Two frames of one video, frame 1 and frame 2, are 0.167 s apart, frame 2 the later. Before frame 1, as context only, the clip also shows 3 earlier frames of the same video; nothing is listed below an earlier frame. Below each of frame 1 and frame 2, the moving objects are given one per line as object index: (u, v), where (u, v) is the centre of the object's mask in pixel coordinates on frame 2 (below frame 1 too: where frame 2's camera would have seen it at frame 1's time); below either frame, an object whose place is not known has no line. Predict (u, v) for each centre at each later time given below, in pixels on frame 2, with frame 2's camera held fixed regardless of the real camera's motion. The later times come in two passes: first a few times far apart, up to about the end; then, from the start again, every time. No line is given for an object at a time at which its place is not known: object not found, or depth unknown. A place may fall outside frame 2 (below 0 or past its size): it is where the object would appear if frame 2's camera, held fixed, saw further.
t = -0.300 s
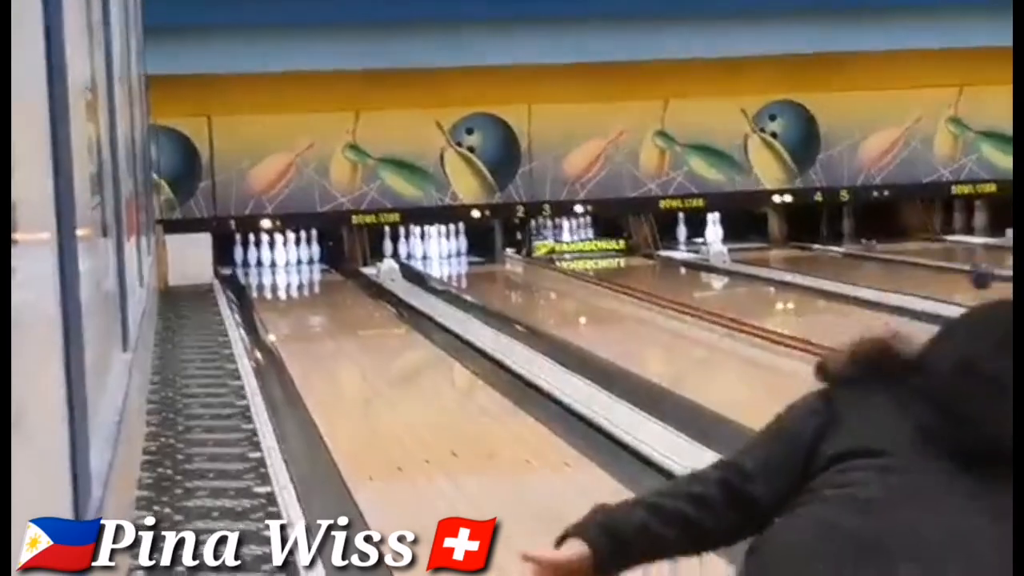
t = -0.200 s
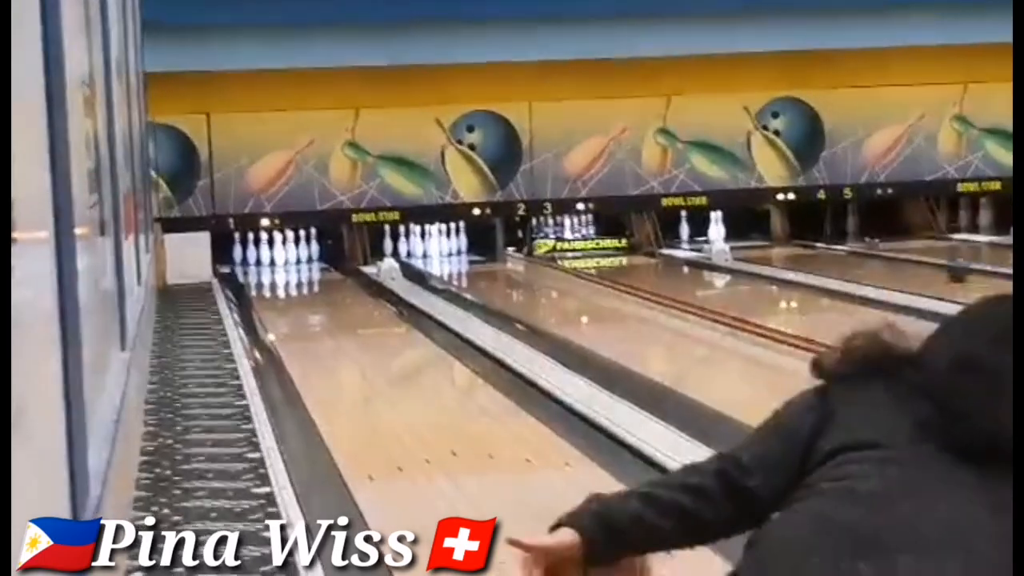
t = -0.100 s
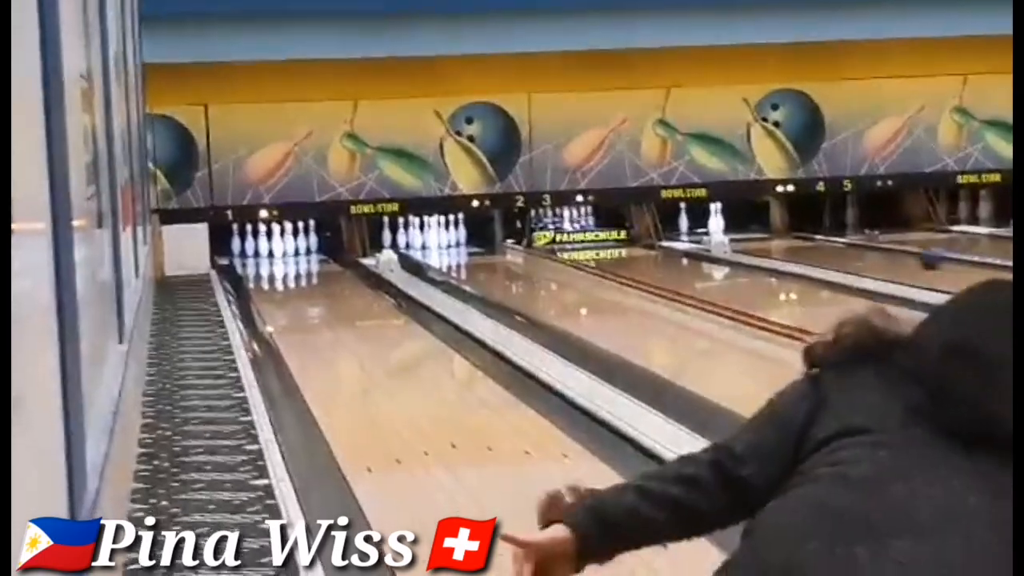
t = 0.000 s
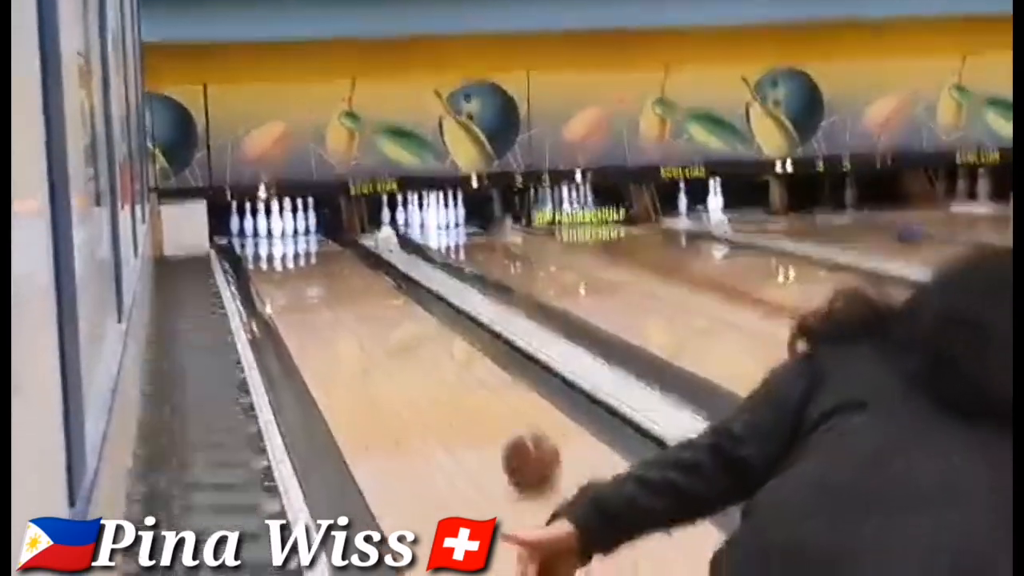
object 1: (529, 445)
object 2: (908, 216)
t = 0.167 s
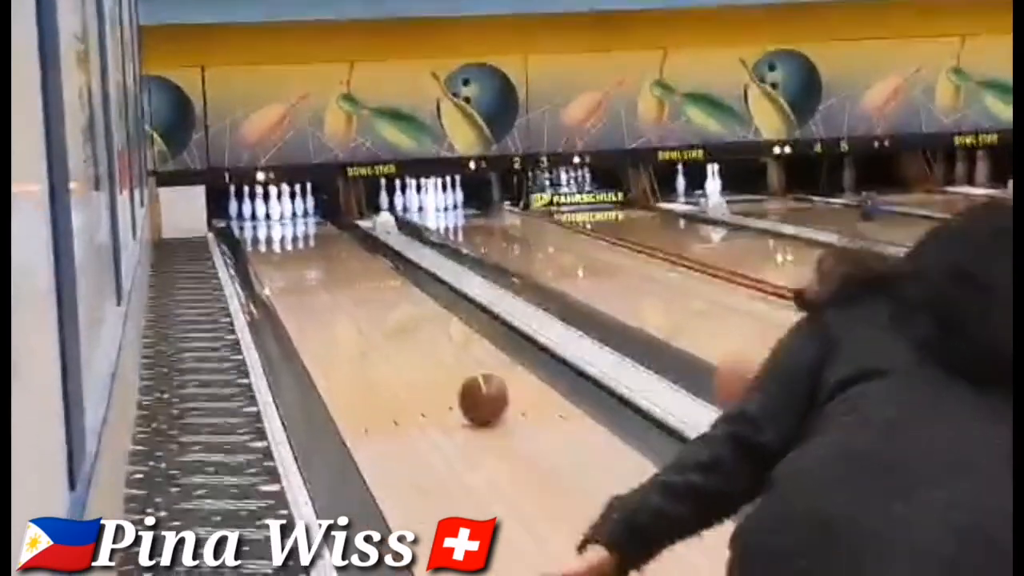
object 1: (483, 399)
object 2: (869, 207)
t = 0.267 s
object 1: (461, 377)
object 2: (847, 207)
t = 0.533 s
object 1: (414, 332)
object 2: (801, 200)
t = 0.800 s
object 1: (381, 301)
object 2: (762, 192)
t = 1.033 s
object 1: (358, 280)
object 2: (731, 188)
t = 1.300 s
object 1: (338, 263)
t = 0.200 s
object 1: (475, 392)
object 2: (863, 206)
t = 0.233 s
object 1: (468, 384)
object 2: (853, 207)
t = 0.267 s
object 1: (461, 377)
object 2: (847, 207)
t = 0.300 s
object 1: (454, 371)
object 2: (841, 207)
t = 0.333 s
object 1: (447, 365)
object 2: (834, 205)
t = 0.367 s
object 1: (441, 358)
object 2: (829, 204)
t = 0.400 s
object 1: (435, 353)
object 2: (823, 204)
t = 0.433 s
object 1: (430, 348)
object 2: (818, 204)
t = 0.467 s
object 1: (424, 342)
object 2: (814, 203)
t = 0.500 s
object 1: (419, 337)
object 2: (806, 201)
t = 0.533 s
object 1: (414, 332)
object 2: (801, 200)
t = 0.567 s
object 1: (409, 328)
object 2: (796, 200)
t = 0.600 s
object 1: (404, 324)
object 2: (793, 197)
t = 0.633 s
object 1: (400, 320)
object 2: (786, 198)
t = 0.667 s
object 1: (395, 316)
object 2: (780, 195)
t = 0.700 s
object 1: (392, 312)
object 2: (775, 194)
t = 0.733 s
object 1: (388, 308)
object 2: (771, 194)
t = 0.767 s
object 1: (384, 304)
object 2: (766, 194)
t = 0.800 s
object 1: (381, 301)
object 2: (762, 192)
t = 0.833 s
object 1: (377, 298)
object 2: (758, 192)
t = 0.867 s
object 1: (373, 294)
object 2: (754, 192)
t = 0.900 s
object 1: (370, 291)
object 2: (749, 192)
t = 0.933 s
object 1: (367, 288)
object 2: (744, 190)
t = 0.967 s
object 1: (364, 285)
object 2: (738, 191)
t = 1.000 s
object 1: (360, 282)
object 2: (735, 190)
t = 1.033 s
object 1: (358, 280)
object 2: (731, 188)
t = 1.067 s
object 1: (355, 277)
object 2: (728, 187)
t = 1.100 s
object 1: (352, 275)
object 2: (725, 188)
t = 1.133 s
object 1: (350, 272)
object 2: (724, 187)
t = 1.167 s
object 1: (347, 269)
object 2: (723, 186)
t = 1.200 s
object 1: (344, 268)
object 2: (723, 186)
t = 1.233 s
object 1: (342, 266)
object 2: (724, 187)
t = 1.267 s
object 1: (340, 264)
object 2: (723, 187)
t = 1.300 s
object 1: (338, 263)
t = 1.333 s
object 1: (335, 260)
